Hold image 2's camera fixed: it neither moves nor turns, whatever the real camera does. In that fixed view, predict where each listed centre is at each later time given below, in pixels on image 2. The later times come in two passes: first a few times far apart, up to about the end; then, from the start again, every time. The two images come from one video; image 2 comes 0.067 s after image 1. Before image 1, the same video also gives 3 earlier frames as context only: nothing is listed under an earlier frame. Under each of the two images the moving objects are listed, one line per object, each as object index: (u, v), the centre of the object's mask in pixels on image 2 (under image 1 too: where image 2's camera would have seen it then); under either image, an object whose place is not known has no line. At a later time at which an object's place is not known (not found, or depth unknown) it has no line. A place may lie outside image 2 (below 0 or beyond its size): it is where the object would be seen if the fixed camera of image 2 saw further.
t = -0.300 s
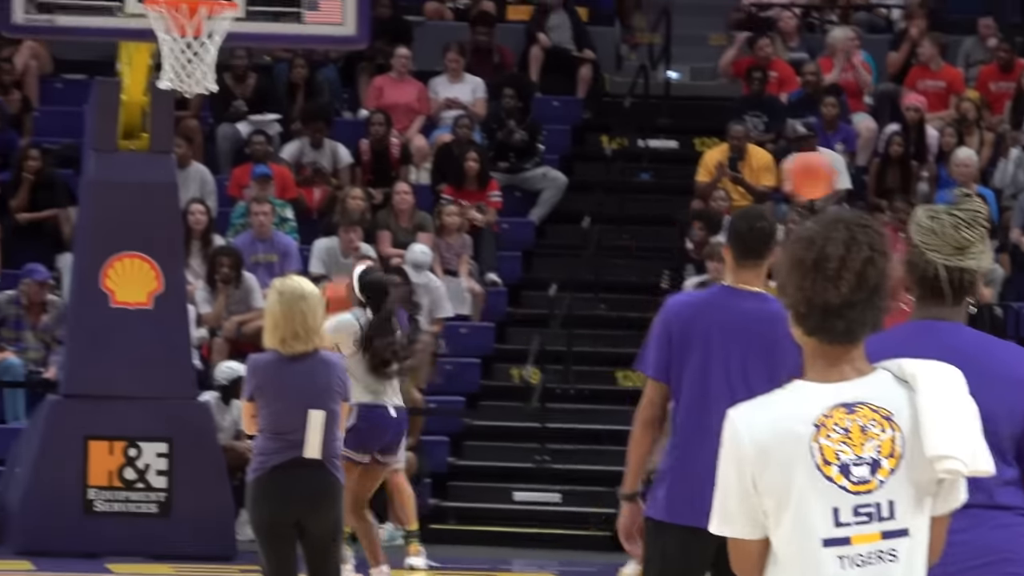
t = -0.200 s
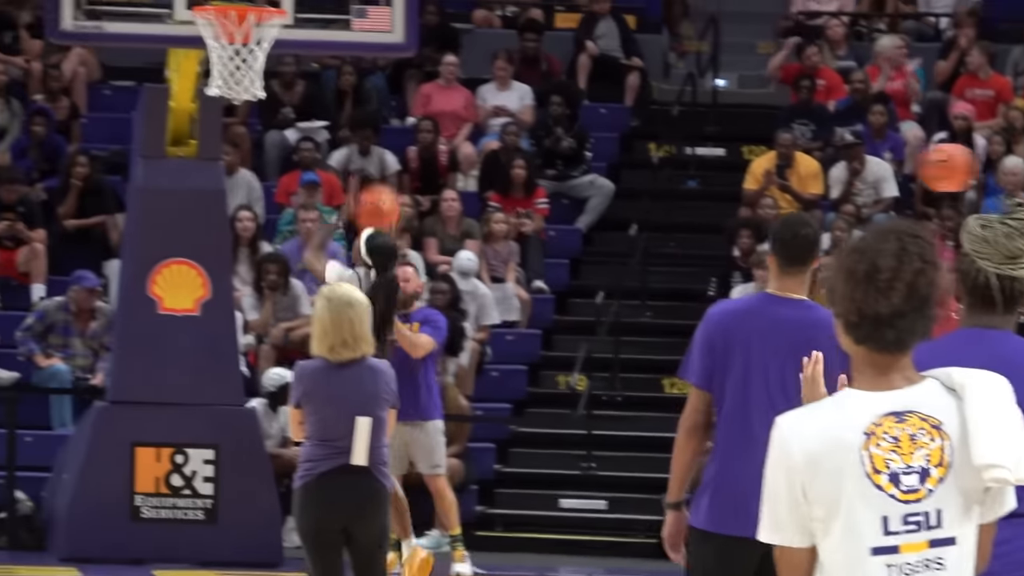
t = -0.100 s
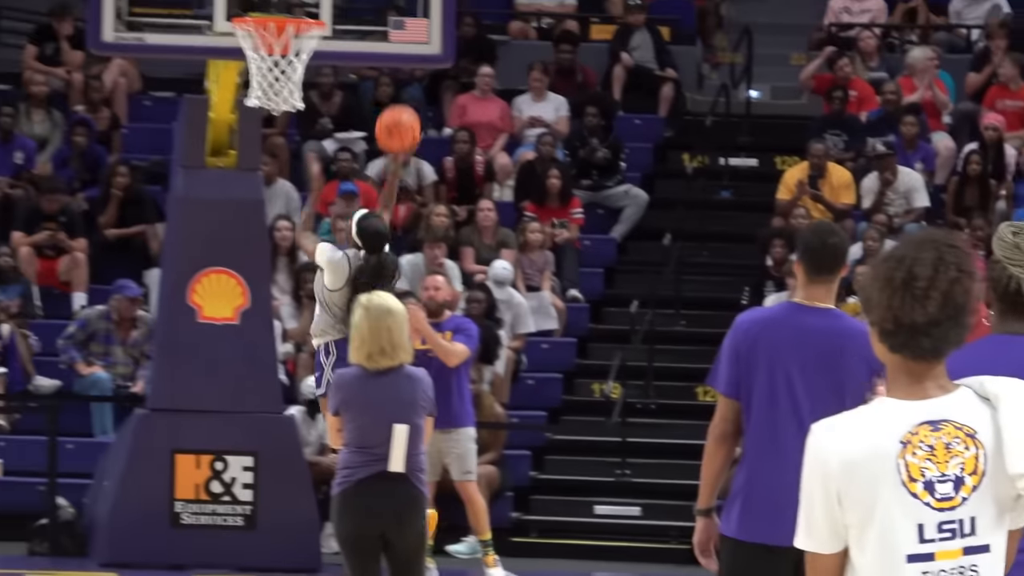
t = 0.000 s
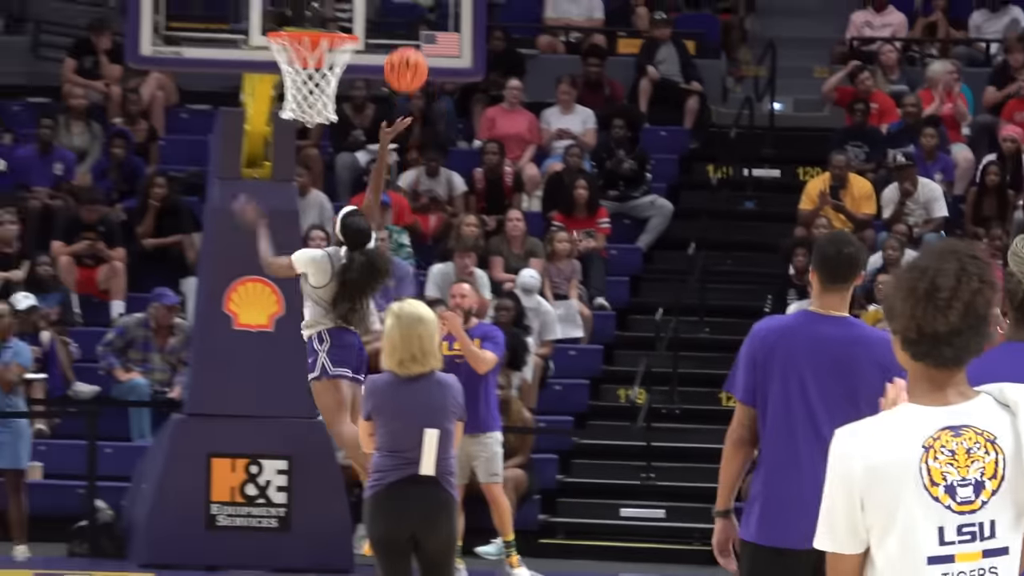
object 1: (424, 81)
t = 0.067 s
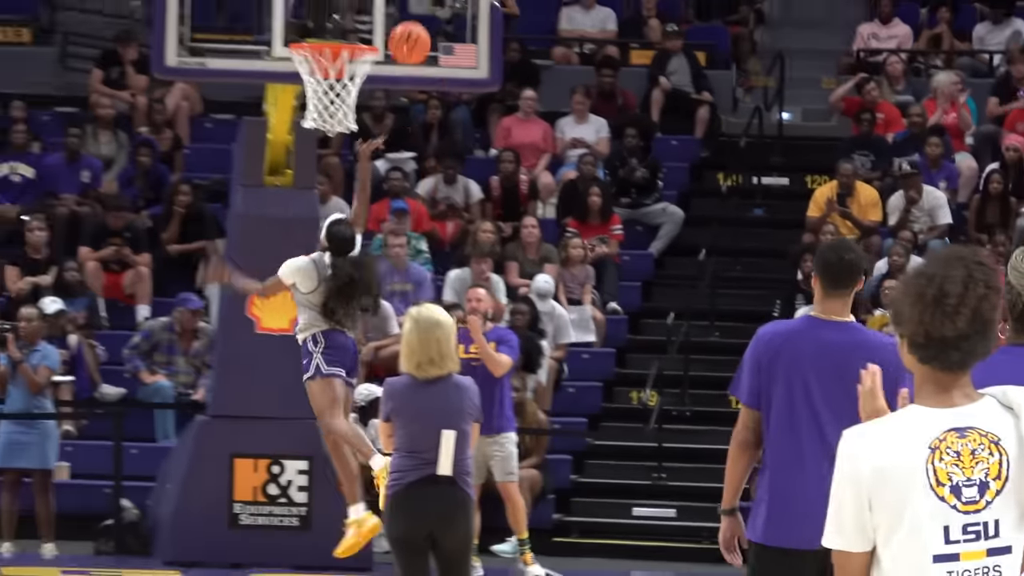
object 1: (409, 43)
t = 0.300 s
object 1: (365, -13)
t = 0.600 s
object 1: (320, 75)
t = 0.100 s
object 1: (402, 28)
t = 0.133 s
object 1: (394, 14)
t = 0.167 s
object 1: (385, 2)
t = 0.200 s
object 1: (380, -5)
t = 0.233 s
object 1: (375, -10)
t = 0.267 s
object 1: (370, -13)
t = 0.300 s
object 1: (365, -13)
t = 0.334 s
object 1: (359, -11)
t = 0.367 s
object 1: (354, -7)
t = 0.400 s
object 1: (349, 0)
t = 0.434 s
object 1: (344, 8)
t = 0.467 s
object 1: (339, 17)
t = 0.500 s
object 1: (334, 26)
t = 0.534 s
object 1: (329, 33)
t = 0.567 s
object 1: (318, 53)
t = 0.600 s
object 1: (320, 75)
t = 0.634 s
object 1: (315, 96)
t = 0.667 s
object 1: (312, 110)
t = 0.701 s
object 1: (312, 113)
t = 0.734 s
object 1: (312, 126)
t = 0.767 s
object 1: (312, 140)
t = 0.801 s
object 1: (312, 156)
